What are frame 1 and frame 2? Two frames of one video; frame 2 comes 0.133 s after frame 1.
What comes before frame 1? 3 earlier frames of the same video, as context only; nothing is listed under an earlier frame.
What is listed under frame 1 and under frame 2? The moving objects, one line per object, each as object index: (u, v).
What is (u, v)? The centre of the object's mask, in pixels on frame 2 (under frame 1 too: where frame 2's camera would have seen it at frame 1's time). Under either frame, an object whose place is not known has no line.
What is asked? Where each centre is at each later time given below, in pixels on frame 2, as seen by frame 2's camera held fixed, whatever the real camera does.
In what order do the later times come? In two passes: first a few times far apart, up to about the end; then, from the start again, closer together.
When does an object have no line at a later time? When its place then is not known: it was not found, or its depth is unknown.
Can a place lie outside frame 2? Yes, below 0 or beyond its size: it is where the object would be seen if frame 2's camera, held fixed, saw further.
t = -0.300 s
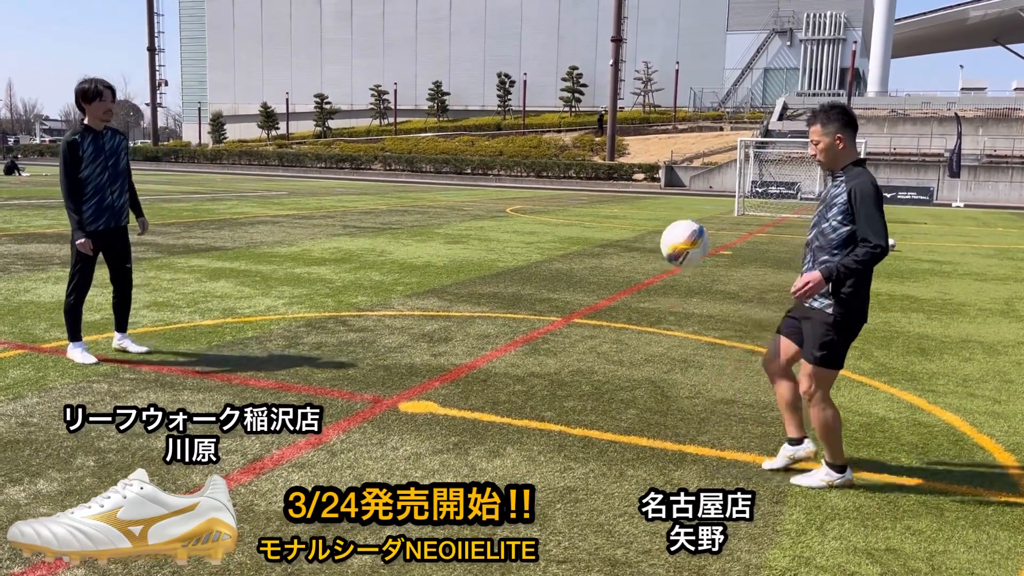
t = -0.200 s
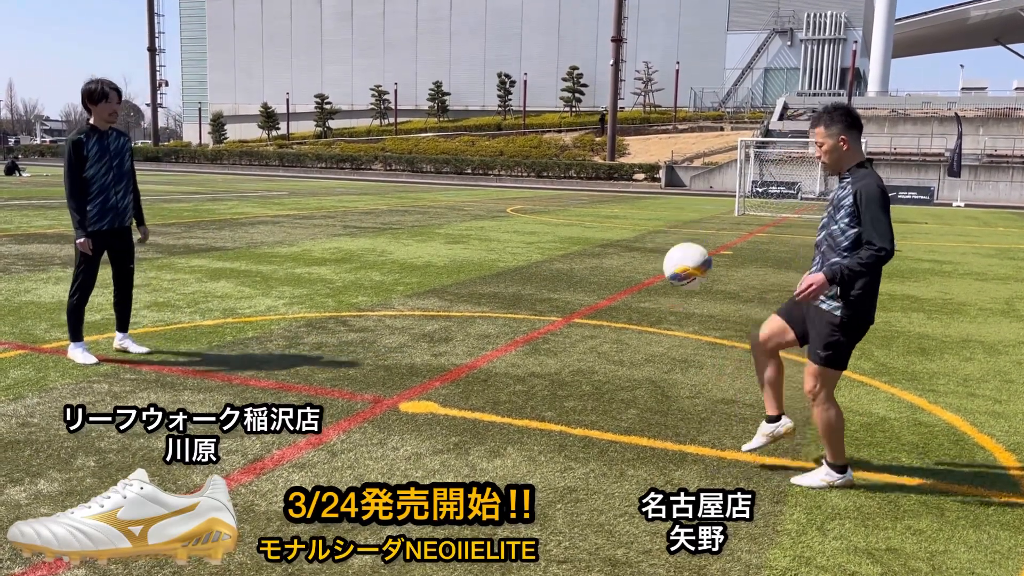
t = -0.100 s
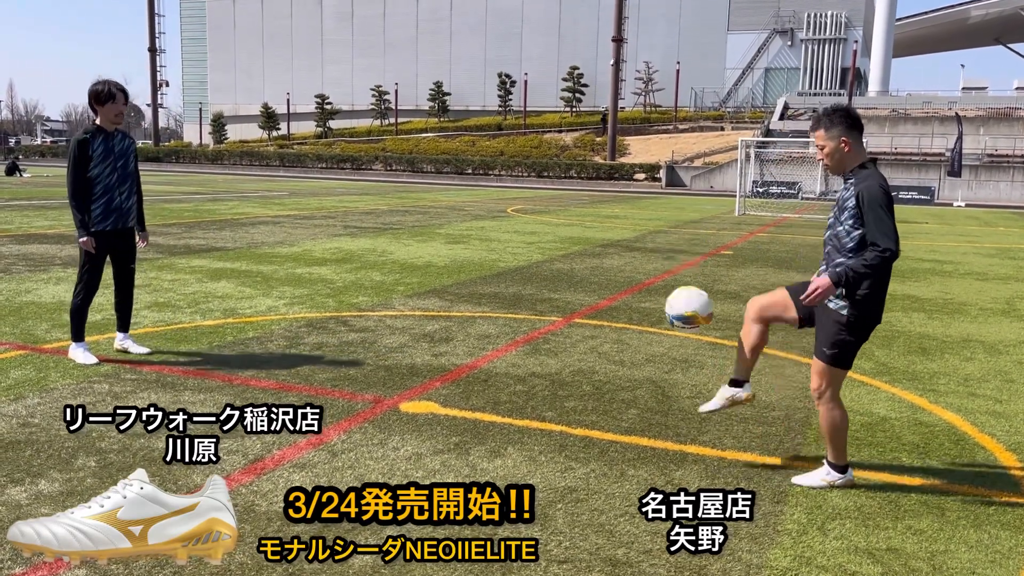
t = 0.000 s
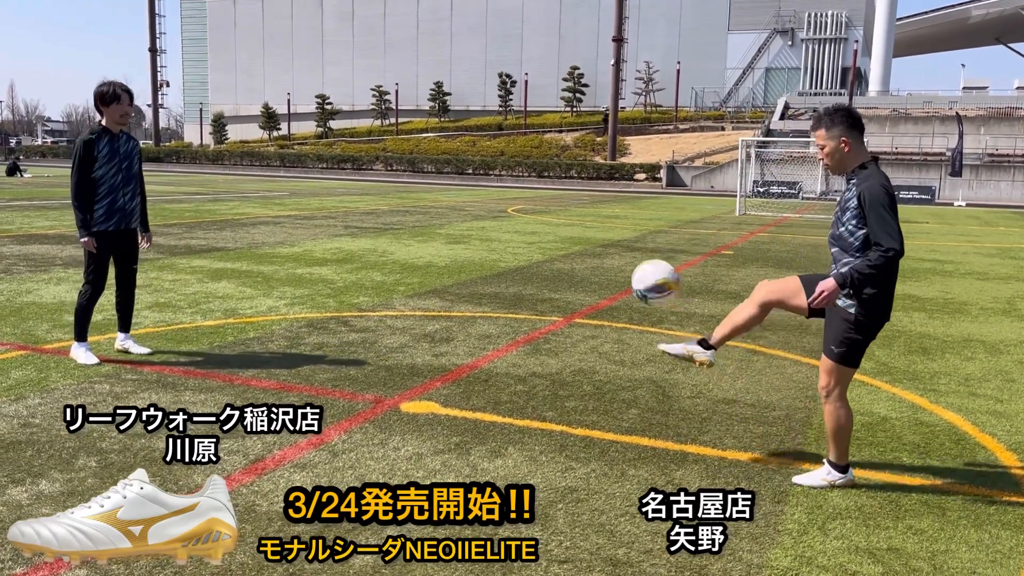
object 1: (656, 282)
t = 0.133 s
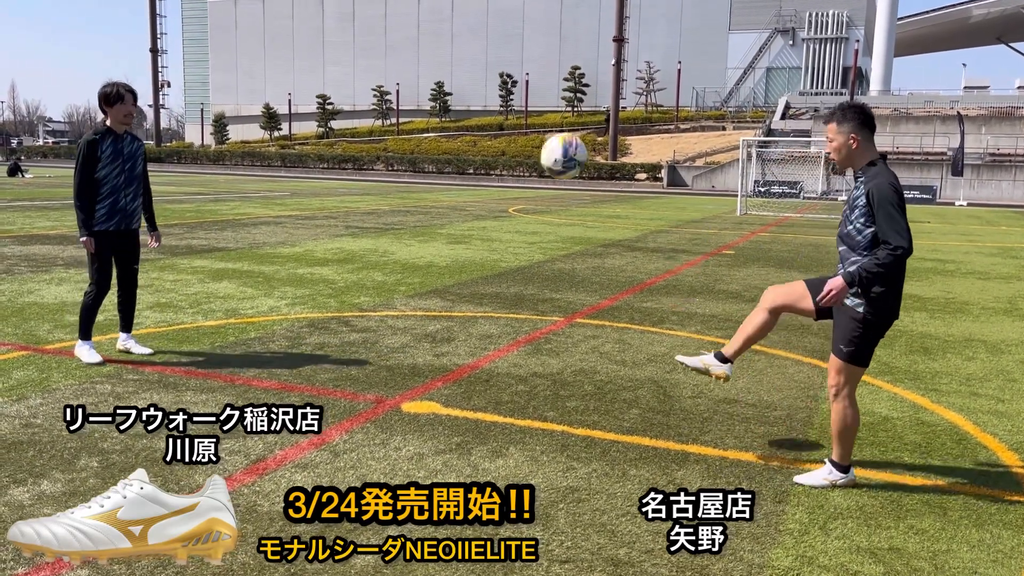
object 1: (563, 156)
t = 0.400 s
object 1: (389, 23)
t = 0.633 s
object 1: (254, 30)
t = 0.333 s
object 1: (431, 42)
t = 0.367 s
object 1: (411, 32)
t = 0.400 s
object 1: (389, 23)
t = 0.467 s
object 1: (349, 17)
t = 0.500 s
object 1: (329, 16)
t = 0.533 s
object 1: (310, 17)
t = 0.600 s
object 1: (272, 23)
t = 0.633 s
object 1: (254, 30)
